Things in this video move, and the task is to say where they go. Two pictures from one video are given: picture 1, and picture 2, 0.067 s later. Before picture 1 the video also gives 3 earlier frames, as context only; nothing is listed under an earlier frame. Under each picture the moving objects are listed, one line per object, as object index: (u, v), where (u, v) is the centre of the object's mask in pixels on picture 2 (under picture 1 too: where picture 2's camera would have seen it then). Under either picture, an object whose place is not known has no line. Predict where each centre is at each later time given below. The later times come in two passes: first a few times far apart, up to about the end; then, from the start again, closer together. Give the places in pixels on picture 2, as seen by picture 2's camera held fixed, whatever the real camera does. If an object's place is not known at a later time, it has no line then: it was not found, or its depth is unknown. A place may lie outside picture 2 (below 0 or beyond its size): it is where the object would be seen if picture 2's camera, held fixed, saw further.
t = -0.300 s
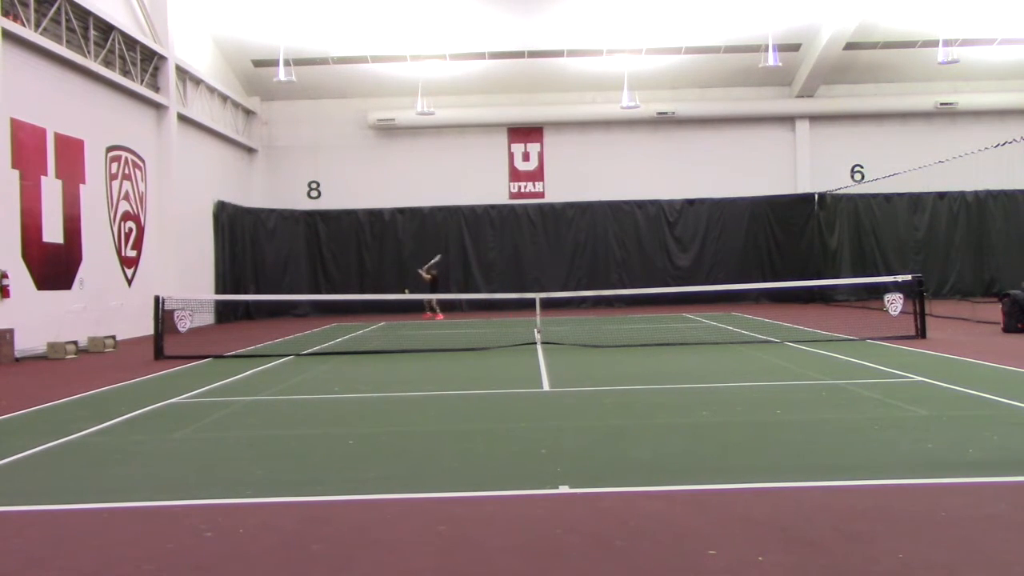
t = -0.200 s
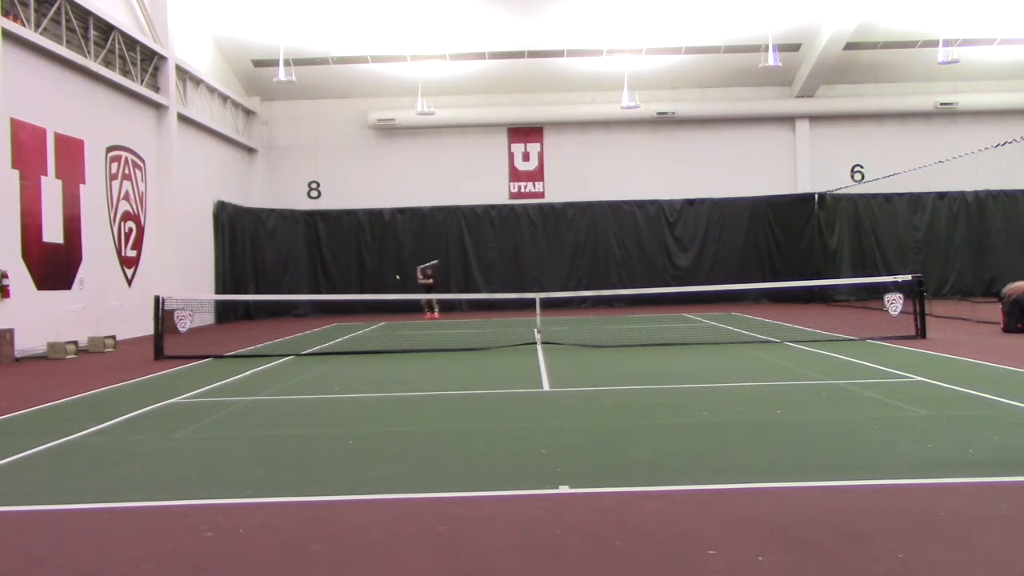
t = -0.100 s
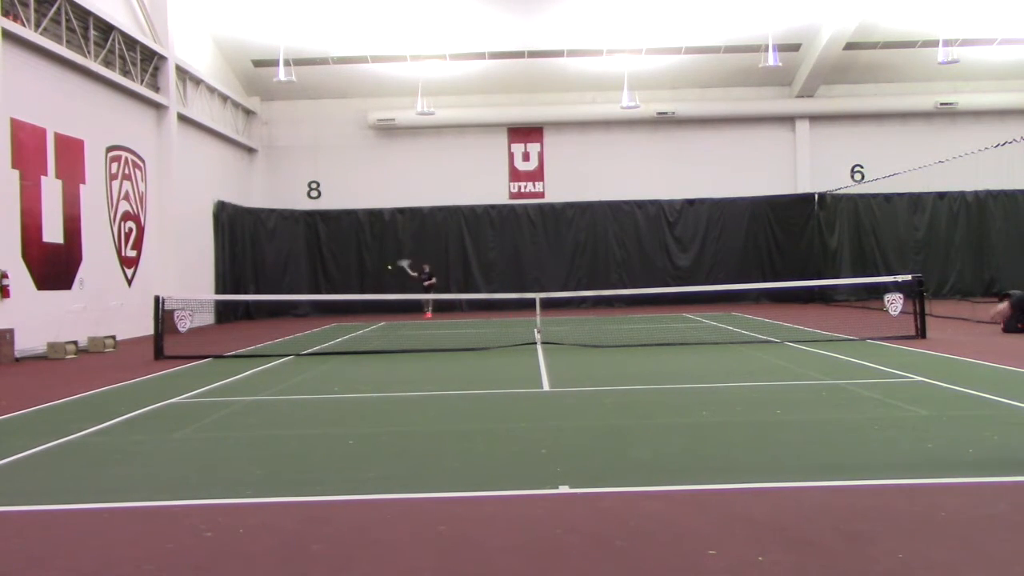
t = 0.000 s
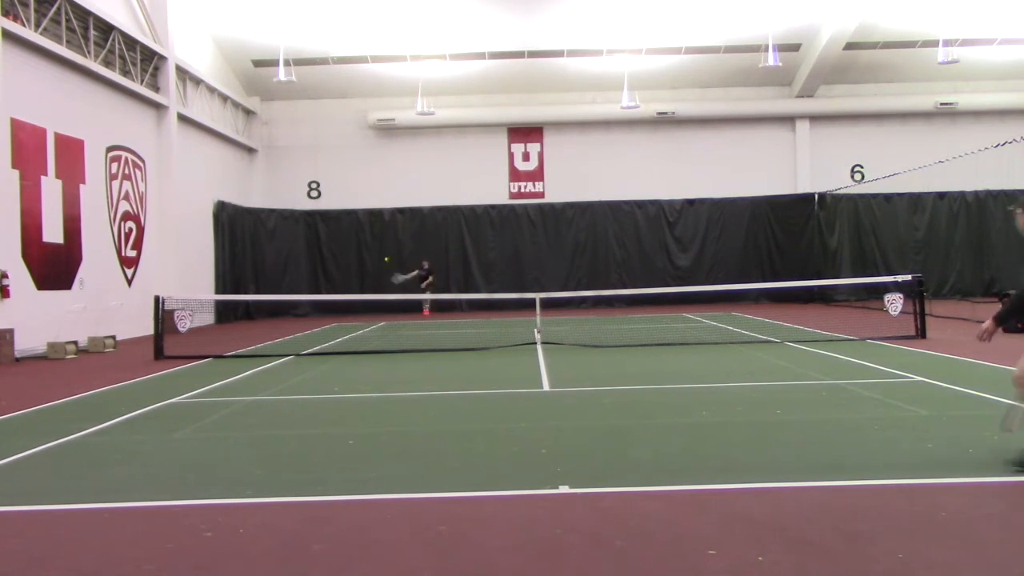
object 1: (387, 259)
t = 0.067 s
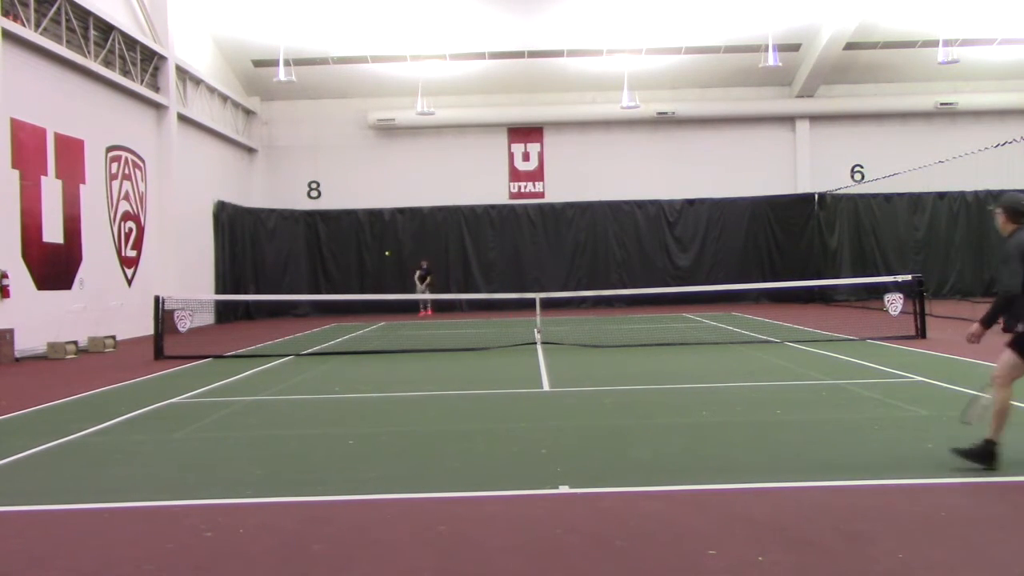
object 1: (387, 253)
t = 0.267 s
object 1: (389, 240)
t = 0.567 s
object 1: (392, 244)
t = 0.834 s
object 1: (393, 287)
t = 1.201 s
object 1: (385, 359)
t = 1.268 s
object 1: (382, 347)
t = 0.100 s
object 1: (387, 251)
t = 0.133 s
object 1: (388, 248)
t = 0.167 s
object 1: (388, 246)
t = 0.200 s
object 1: (388, 244)
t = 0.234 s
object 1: (389, 242)
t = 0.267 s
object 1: (389, 240)
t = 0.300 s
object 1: (390, 239)
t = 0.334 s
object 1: (390, 238)
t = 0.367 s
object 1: (390, 238)
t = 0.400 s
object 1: (391, 238)
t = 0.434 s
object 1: (391, 238)
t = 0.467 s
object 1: (391, 239)
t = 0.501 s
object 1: (392, 240)
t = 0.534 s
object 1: (392, 241)
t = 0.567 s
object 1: (392, 244)
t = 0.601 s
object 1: (393, 246)
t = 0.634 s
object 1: (393, 250)
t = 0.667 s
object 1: (393, 253)
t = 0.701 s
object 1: (393, 258)
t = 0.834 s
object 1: (393, 287)
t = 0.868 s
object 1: (393, 295)
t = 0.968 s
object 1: (392, 332)
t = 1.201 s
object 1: (385, 359)
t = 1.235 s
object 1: (384, 352)
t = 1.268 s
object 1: (382, 347)
